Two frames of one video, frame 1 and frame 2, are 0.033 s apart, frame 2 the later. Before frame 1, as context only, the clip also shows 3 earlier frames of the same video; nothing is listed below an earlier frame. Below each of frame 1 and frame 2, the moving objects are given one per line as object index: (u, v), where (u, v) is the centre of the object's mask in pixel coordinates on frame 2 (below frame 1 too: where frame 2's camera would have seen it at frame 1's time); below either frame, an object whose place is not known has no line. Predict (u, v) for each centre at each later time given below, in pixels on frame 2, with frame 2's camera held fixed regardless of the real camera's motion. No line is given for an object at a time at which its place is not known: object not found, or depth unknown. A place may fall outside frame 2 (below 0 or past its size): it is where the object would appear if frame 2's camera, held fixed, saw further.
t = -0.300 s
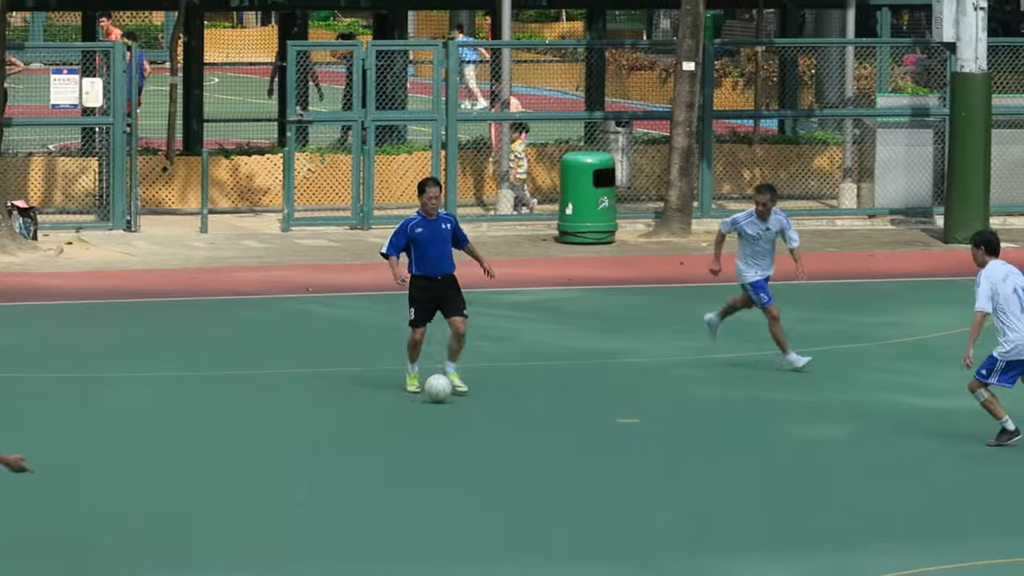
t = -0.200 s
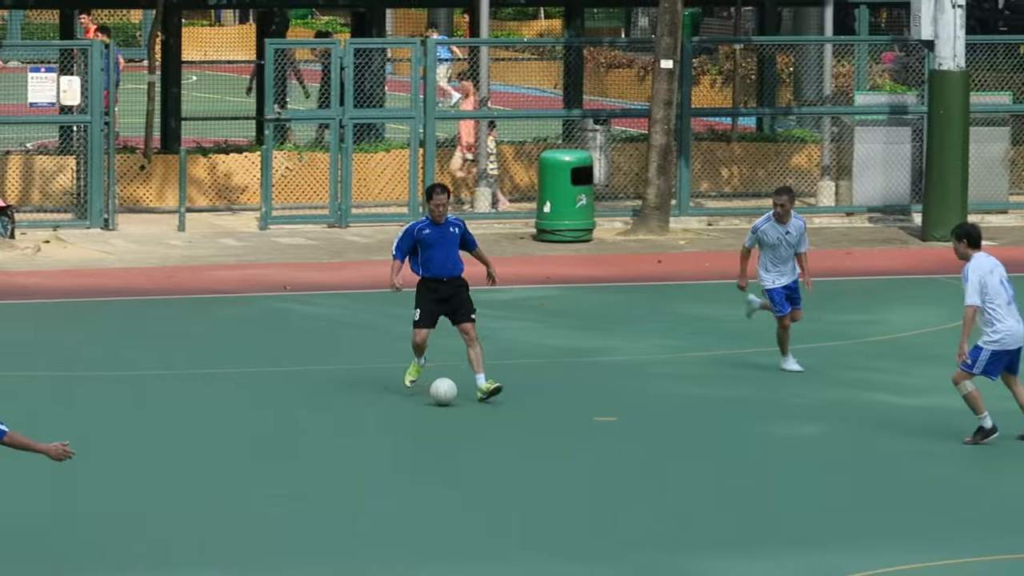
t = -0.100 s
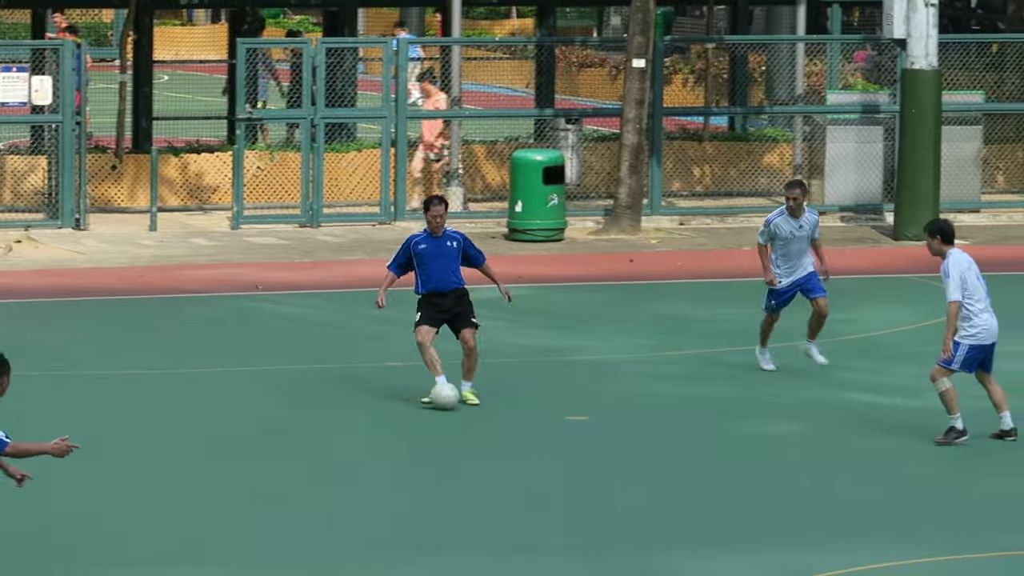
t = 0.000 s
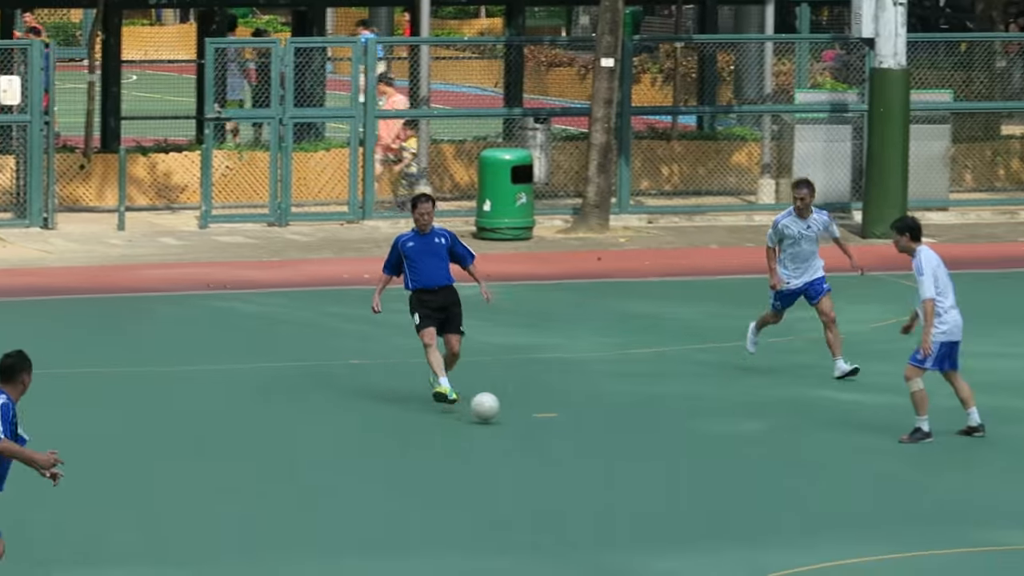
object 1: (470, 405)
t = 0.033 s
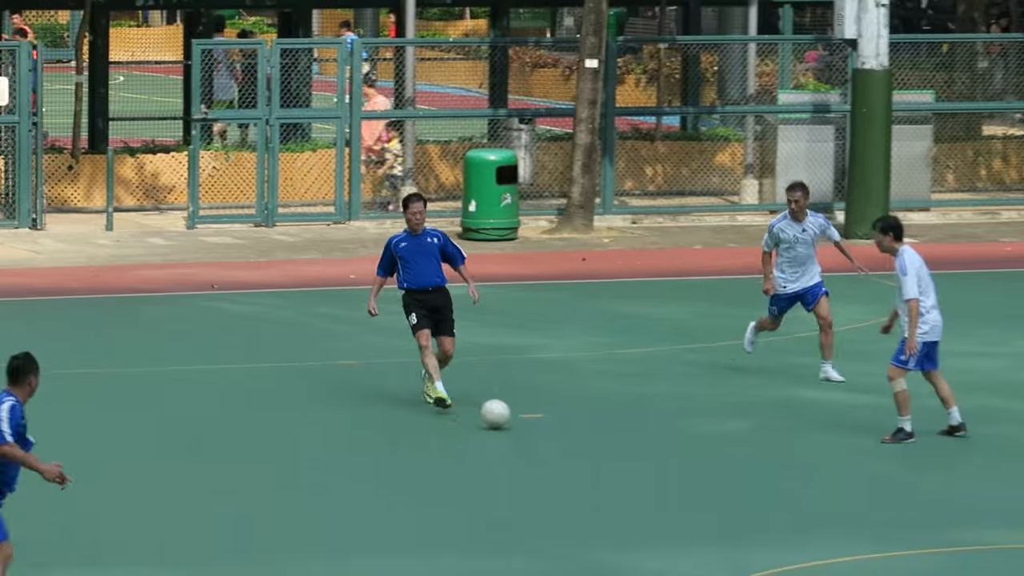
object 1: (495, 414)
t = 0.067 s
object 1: (517, 420)
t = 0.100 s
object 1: (542, 425)
